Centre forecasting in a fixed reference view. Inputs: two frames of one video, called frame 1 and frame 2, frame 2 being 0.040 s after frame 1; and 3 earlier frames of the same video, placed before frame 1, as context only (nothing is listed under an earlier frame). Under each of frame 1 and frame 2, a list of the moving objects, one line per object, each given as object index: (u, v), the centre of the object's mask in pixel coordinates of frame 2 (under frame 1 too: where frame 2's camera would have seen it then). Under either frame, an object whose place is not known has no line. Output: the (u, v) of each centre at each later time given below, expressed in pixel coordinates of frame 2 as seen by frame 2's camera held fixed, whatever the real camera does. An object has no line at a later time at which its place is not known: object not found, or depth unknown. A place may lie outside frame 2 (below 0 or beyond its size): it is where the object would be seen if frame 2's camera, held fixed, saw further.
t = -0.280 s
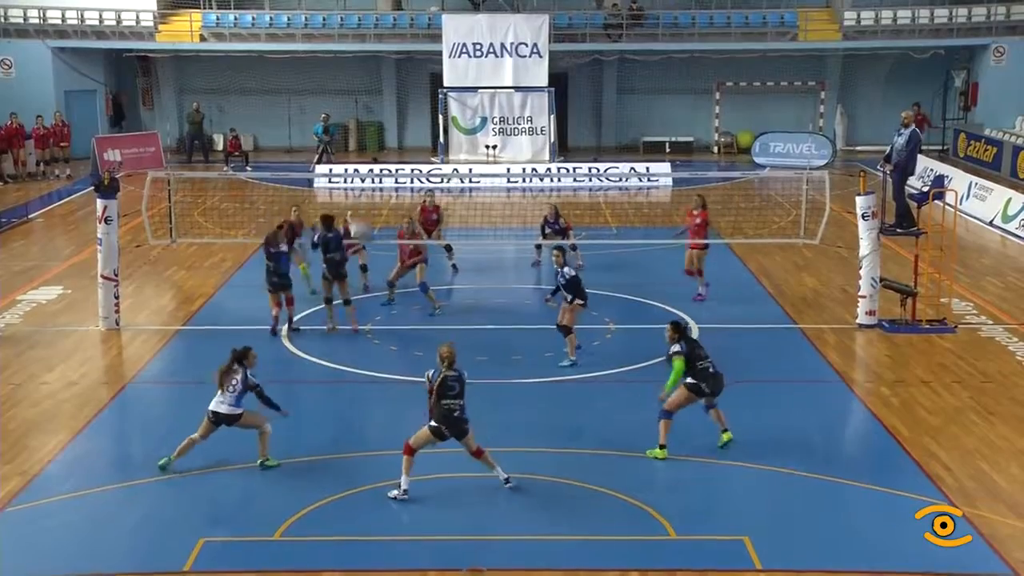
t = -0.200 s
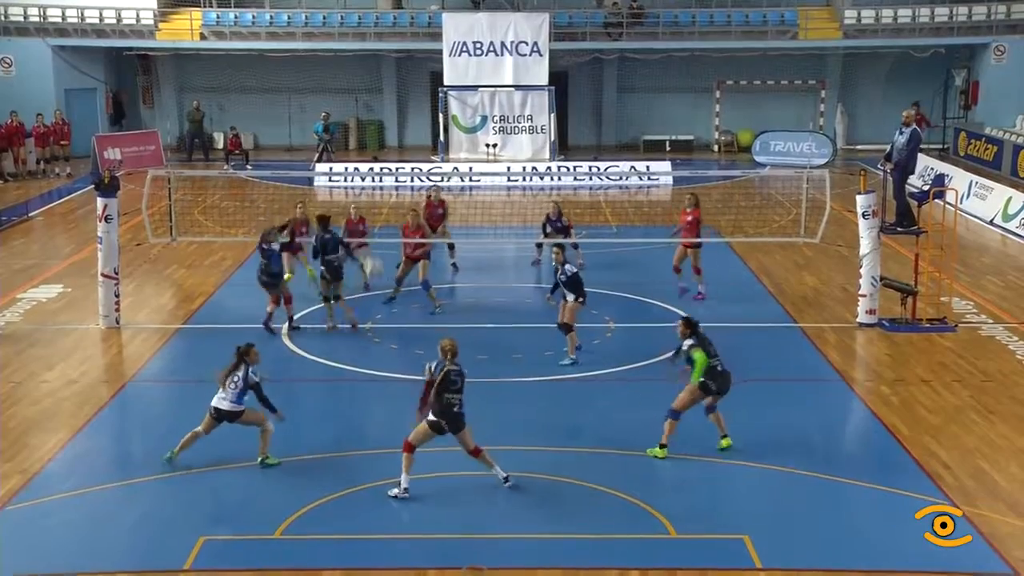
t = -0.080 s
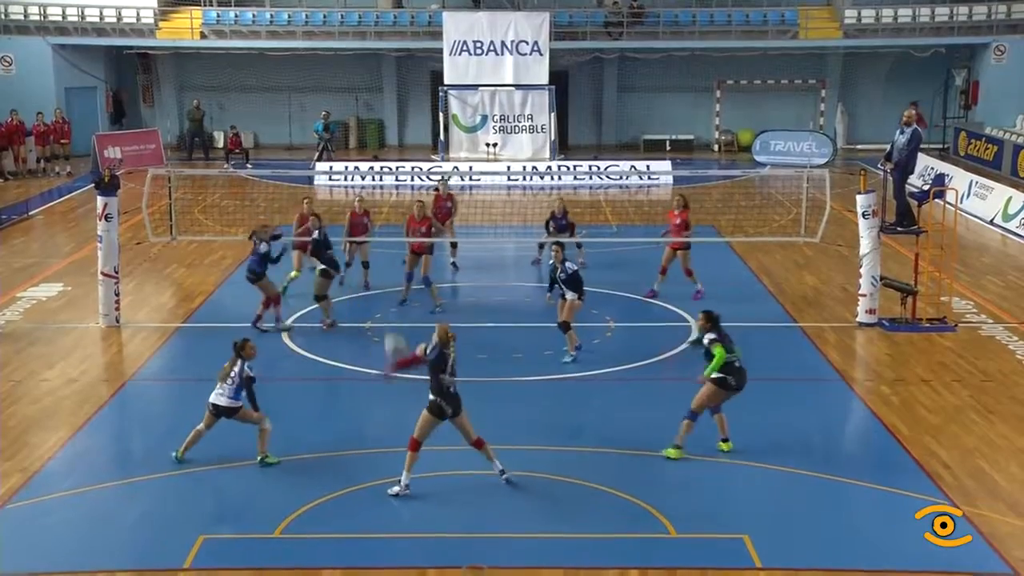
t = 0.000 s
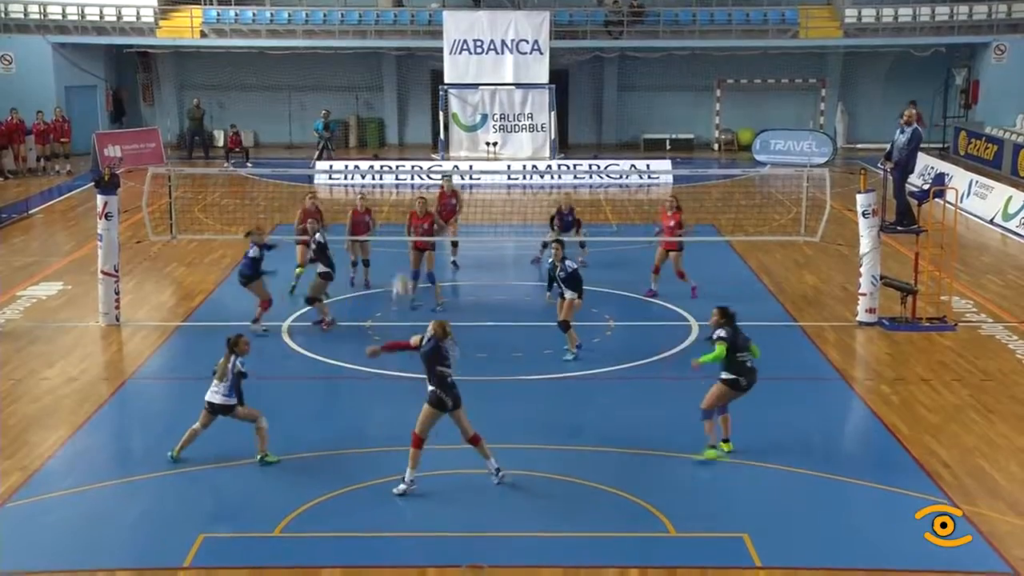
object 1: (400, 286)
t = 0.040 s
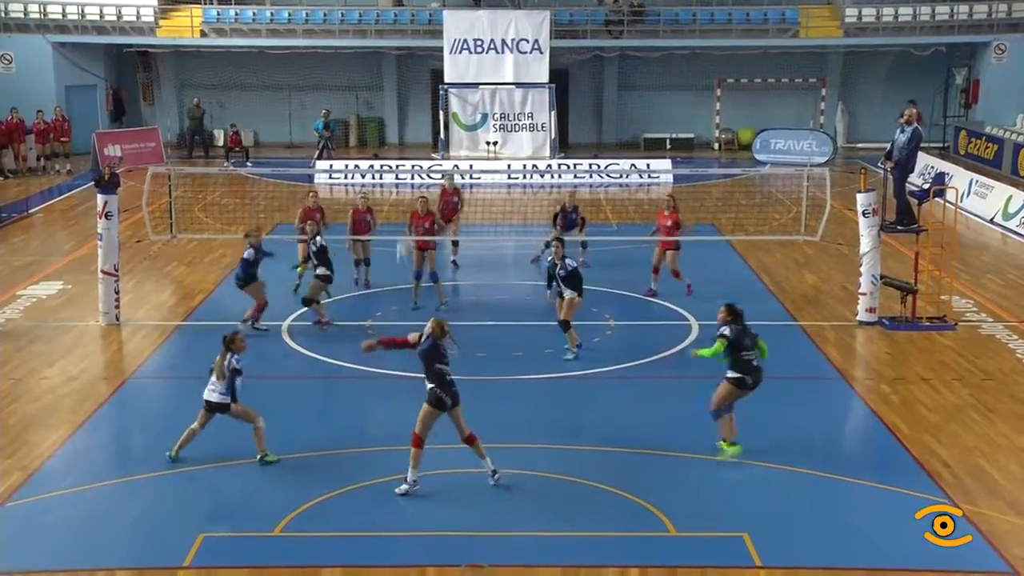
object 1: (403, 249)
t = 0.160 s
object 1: (413, 150)
